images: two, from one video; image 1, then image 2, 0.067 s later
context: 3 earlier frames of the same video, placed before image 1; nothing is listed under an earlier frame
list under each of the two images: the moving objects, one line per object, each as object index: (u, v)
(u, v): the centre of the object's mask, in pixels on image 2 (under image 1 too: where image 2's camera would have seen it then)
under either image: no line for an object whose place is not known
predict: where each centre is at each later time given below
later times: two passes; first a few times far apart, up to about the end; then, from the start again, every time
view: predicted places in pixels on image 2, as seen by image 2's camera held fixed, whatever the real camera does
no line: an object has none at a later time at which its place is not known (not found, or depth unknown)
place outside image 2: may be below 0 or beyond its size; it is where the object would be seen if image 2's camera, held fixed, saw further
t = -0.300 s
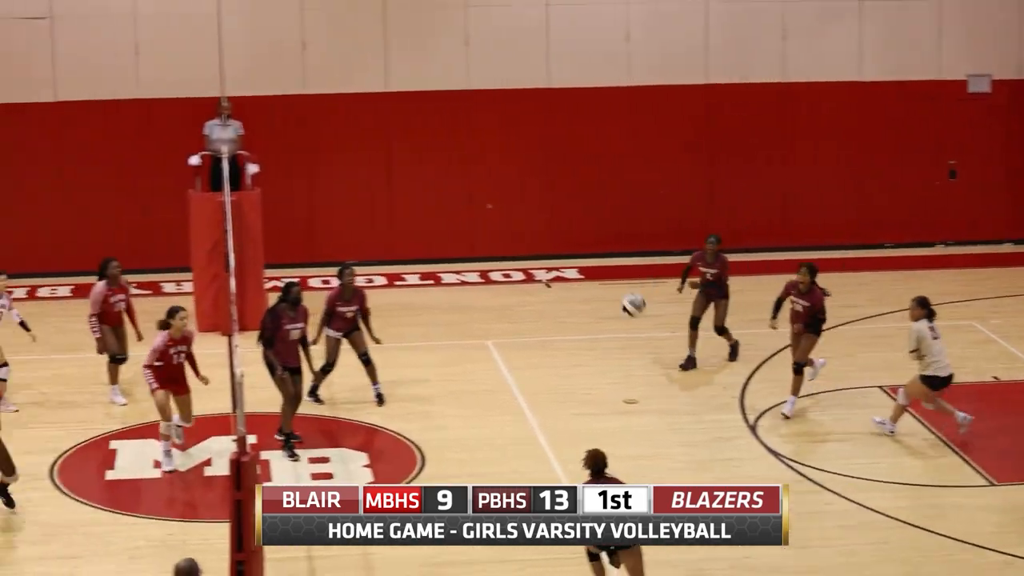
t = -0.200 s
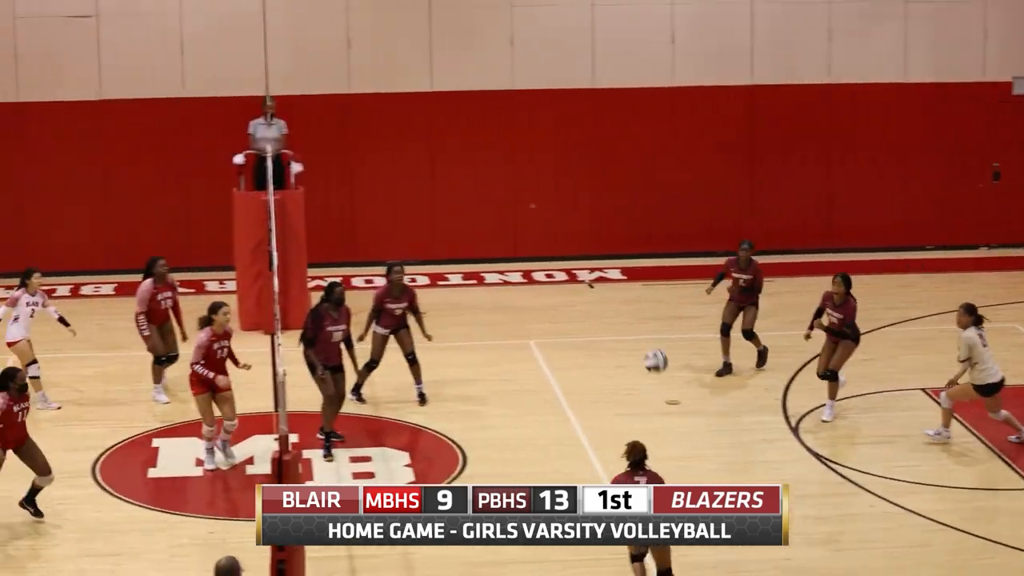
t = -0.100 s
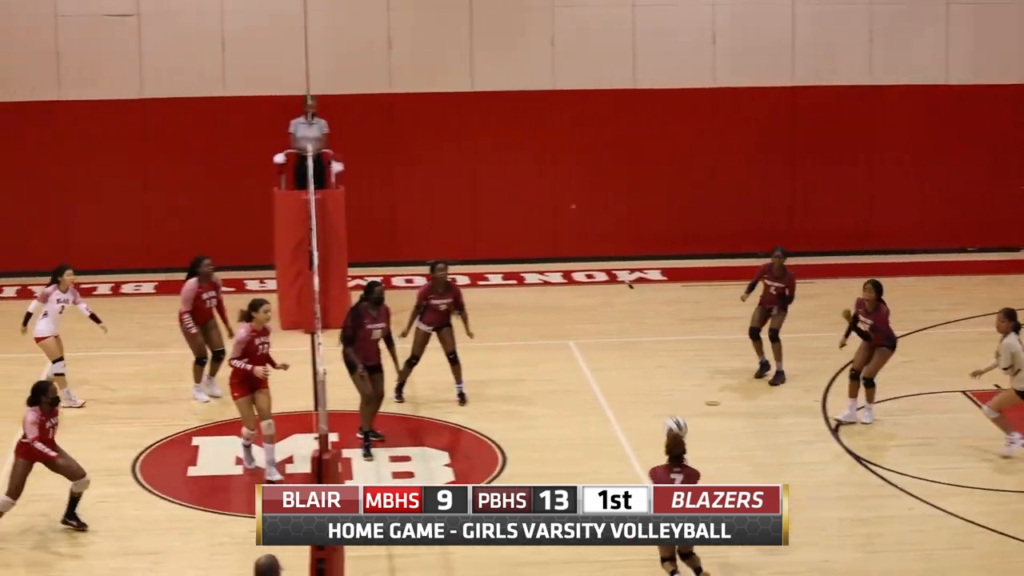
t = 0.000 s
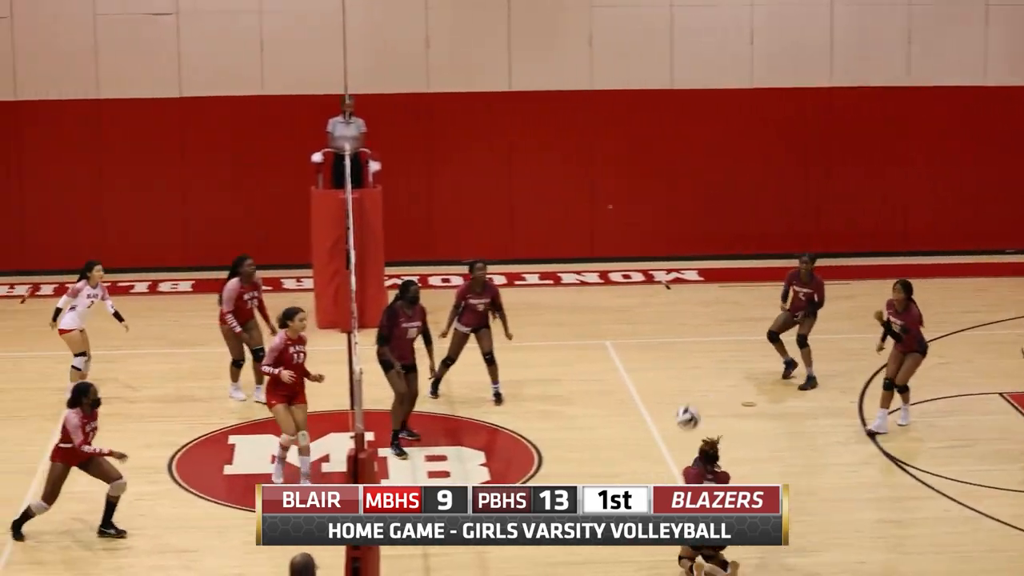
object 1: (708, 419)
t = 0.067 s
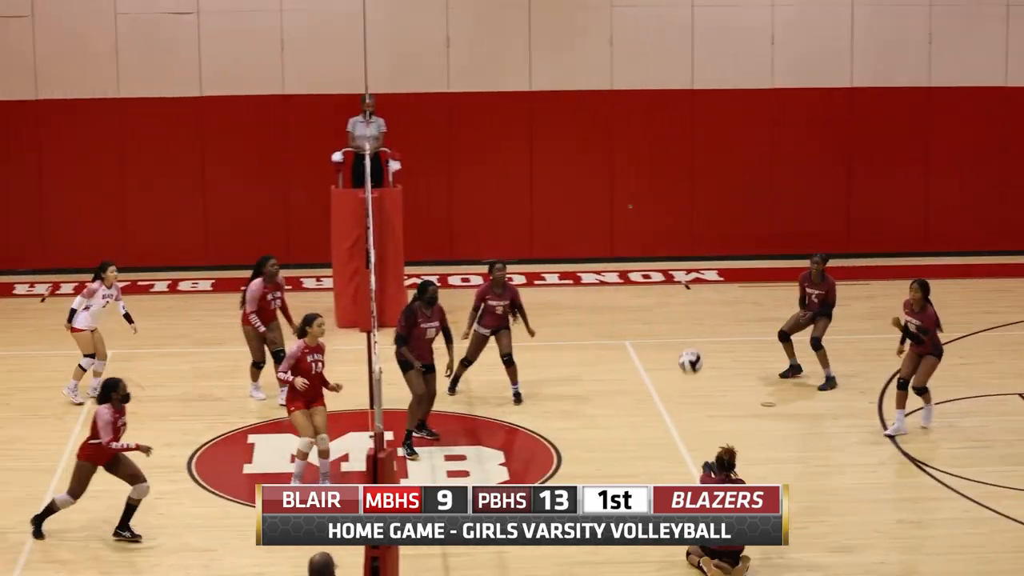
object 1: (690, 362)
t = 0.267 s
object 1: (637, 228)
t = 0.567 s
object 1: (559, 116)
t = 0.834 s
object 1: (492, 103)
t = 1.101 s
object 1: (429, 164)
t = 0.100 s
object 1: (681, 336)
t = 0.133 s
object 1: (672, 311)
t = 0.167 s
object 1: (664, 289)
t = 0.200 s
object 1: (655, 267)
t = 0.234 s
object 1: (646, 247)
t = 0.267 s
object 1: (637, 228)
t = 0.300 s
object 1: (628, 210)
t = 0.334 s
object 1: (620, 194)
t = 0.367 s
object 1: (611, 178)
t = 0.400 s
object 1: (602, 165)
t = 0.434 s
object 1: (593, 153)
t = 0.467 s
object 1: (584, 142)
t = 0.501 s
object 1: (576, 132)
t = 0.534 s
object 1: (567, 123)
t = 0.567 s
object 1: (559, 116)
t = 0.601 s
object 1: (550, 110)
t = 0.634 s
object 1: (542, 105)
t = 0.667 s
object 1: (533, 102)
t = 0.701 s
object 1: (525, 100)
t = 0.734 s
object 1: (516, 98)
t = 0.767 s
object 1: (508, 98)
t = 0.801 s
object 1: (500, 100)
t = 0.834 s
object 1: (492, 103)
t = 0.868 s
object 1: (484, 106)
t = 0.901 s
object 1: (475, 111)
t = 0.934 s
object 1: (467, 117)
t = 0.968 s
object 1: (459, 124)
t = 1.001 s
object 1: (452, 133)
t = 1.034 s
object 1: (444, 142)
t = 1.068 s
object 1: (437, 153)
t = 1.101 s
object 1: (429, 164)
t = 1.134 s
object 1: (422, 177)
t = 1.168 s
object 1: (414, 191)
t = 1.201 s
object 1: (407, 205)
